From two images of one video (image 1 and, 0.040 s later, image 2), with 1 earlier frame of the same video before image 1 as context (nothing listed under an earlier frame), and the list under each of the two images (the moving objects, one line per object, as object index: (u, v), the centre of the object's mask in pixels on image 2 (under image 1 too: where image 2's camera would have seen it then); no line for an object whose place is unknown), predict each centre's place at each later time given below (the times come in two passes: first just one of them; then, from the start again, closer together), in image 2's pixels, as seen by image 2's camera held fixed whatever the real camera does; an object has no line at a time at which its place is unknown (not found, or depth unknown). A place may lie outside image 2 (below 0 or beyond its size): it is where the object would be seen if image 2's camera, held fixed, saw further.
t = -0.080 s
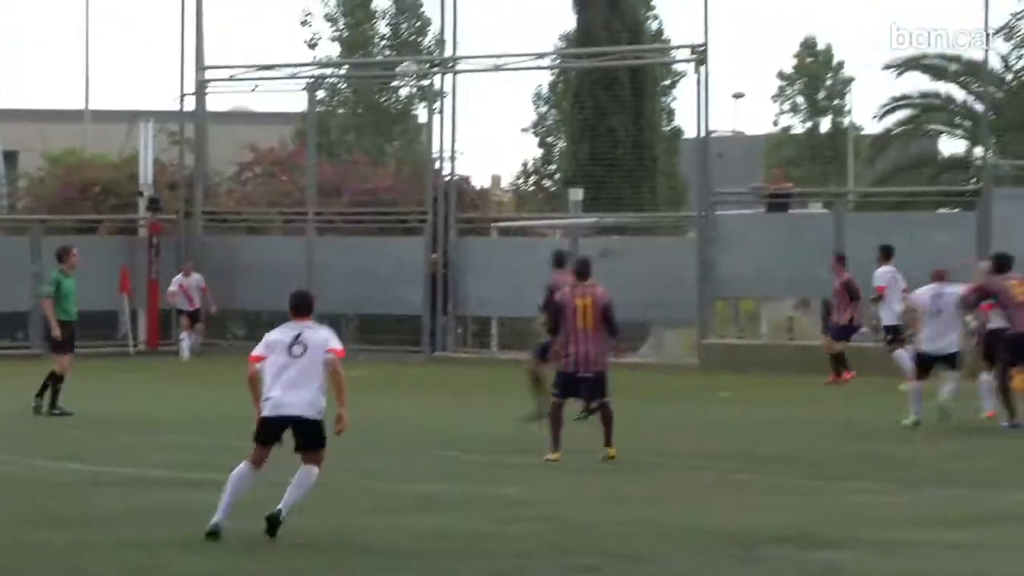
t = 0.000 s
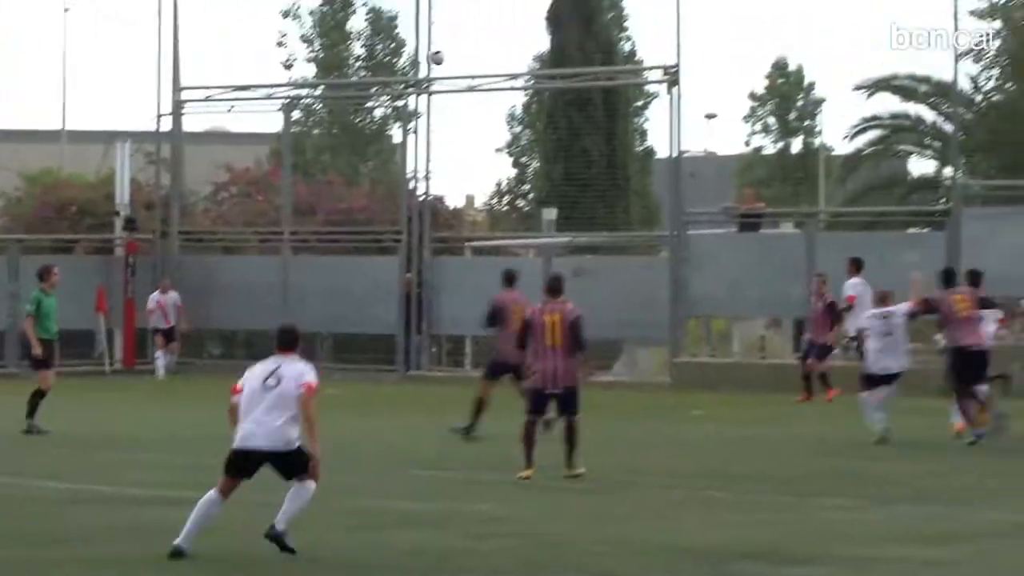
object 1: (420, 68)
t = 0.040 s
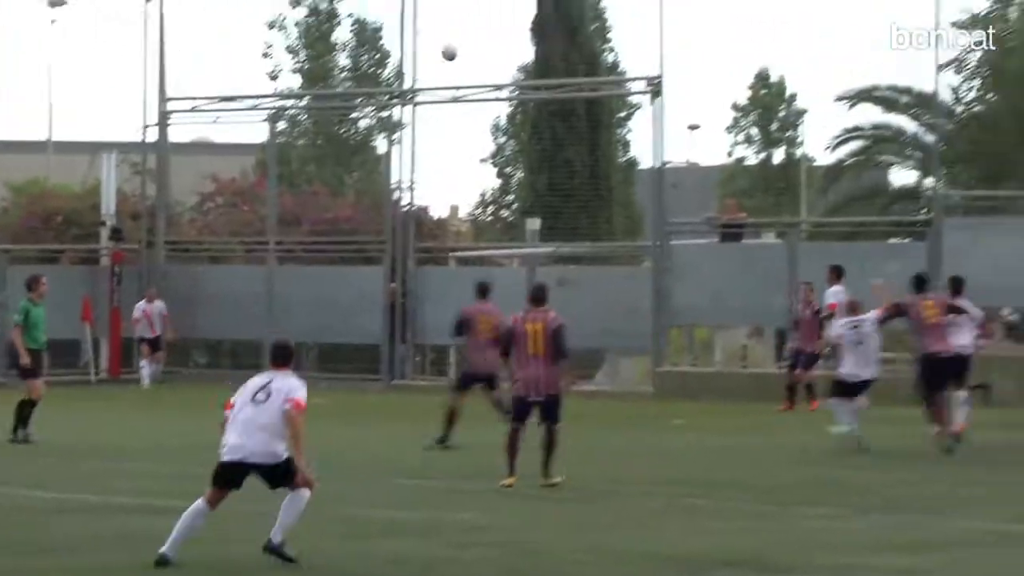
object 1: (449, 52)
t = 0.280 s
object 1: (636, -20)
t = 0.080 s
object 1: (478, 38)
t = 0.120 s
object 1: (508, 25)
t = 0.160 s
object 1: (539, 12)
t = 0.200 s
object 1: (570, -1)
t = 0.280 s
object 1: (636, -20)
